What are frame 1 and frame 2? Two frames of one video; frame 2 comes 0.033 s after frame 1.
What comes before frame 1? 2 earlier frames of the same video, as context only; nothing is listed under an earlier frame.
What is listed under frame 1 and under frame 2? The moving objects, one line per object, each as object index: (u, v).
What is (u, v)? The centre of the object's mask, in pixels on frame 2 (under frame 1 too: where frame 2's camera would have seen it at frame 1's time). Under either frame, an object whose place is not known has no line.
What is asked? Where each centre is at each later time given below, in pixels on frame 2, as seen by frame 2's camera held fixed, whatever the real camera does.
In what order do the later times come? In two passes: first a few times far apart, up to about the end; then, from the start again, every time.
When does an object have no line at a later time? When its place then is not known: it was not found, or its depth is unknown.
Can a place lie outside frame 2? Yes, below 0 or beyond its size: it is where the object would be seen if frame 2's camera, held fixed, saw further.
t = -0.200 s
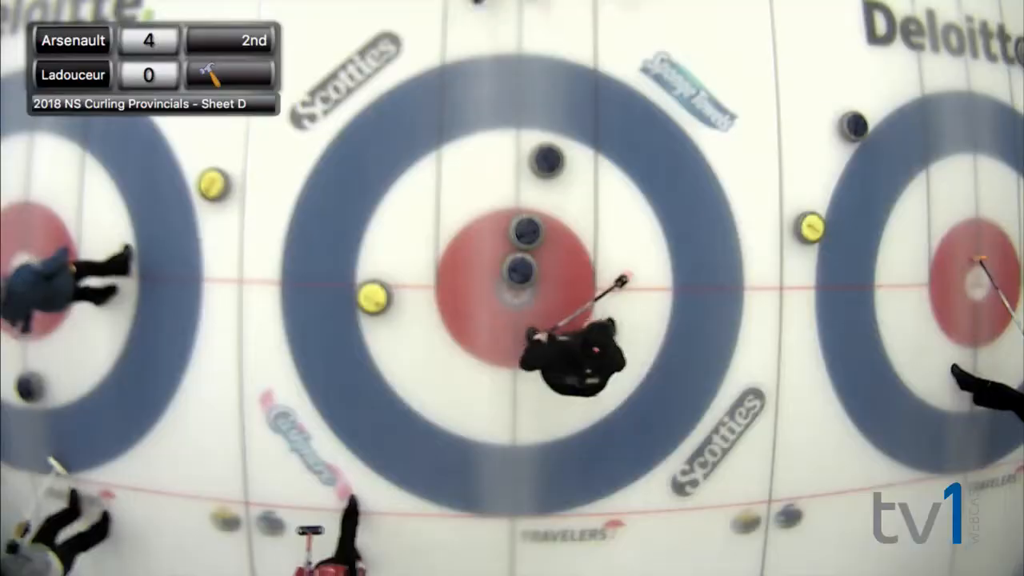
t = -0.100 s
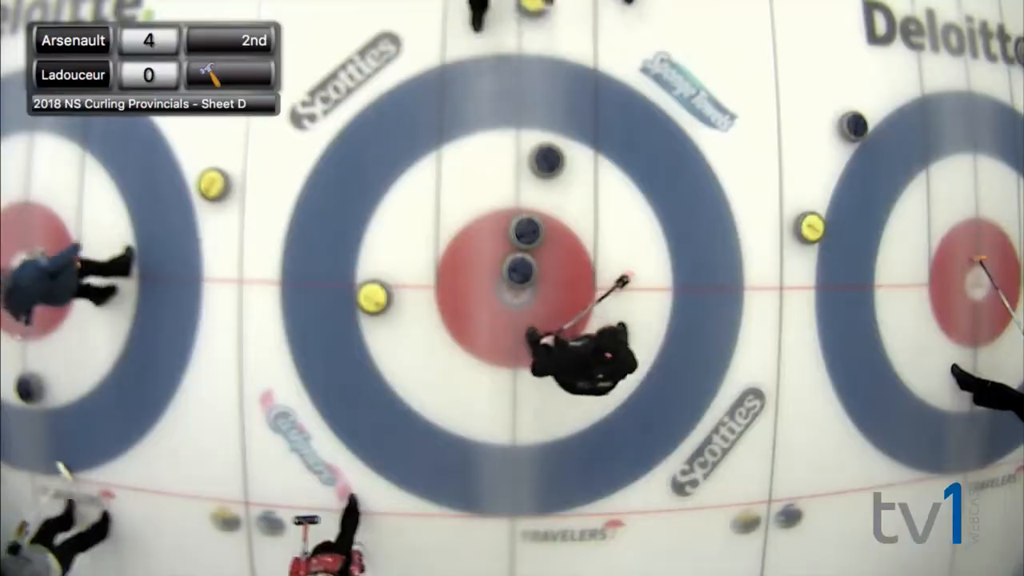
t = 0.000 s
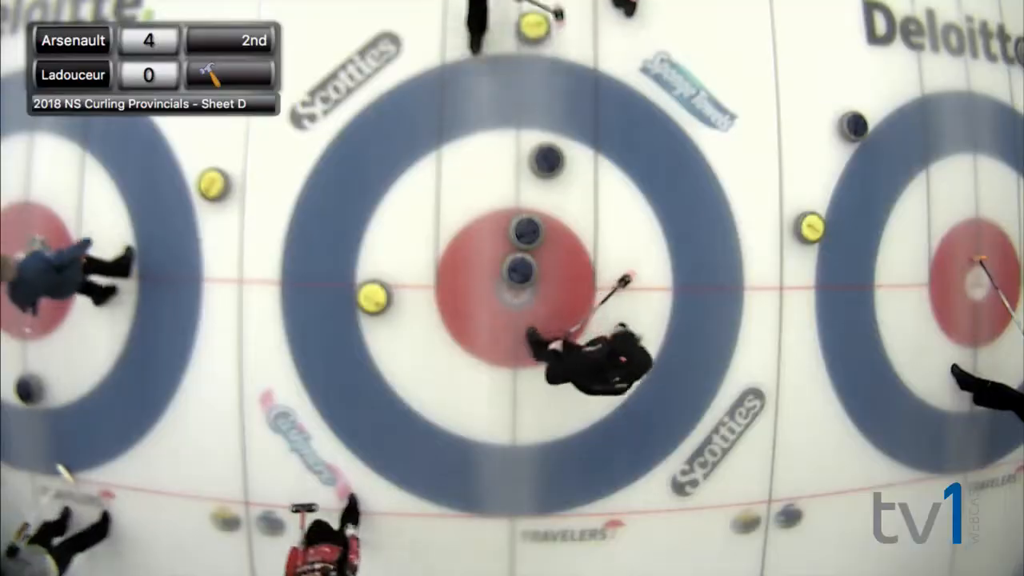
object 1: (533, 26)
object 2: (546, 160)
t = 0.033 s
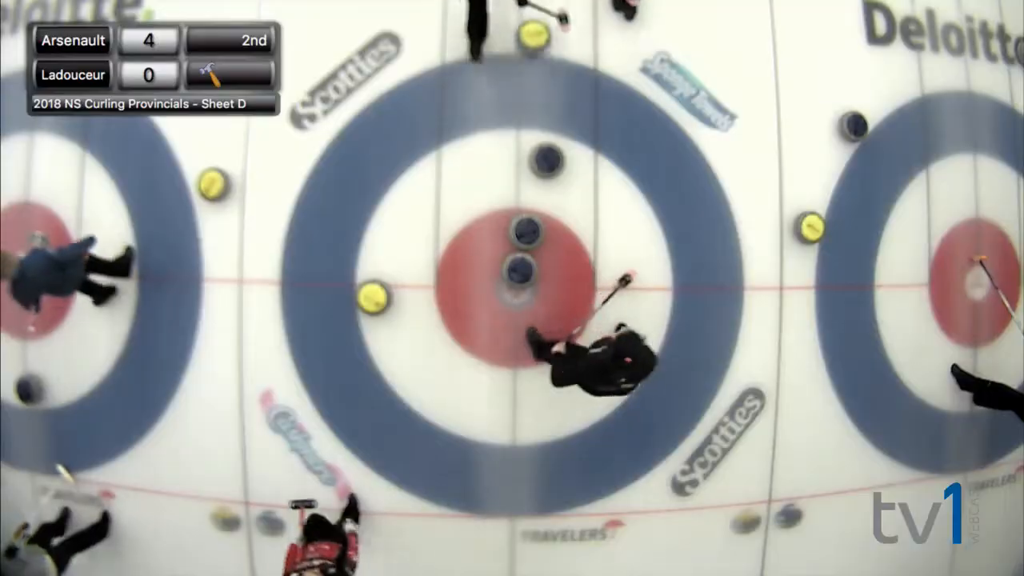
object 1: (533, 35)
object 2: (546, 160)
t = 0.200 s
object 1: (534, 82)
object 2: (546, 160)
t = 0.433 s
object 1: (527, 129)
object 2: (553, 180)
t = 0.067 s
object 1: (534, 44)
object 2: (546, 160)
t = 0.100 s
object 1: (534, 54)
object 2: (546, 160)
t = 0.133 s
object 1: (534, 62)
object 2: (546, 160)
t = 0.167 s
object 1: (534, 73)
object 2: (546, 160)
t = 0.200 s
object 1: (534, 82)
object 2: (546, 160)
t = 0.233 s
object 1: (534, 91)
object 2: (546, 160)
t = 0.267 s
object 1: (534, 100)
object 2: (546, 160)
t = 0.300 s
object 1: (533, 110)
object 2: (546, 160)
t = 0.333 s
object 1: (533, 120)
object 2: (546, 160)
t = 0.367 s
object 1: (533, 126)
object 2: (547, 163)
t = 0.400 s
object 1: (530, 127)
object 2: (550, 171)
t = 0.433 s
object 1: (527, 129)
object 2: (553, 180)
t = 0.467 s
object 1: (525, 130)
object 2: (556, 188)
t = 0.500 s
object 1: (522, 131)
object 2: (559, 197)
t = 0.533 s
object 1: (519, 133)
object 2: (562, 205)
